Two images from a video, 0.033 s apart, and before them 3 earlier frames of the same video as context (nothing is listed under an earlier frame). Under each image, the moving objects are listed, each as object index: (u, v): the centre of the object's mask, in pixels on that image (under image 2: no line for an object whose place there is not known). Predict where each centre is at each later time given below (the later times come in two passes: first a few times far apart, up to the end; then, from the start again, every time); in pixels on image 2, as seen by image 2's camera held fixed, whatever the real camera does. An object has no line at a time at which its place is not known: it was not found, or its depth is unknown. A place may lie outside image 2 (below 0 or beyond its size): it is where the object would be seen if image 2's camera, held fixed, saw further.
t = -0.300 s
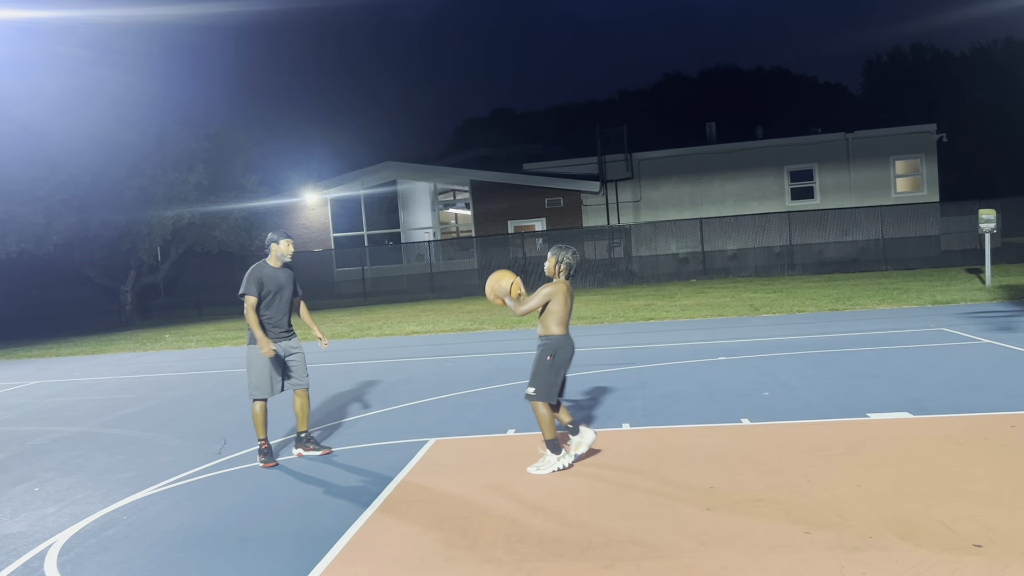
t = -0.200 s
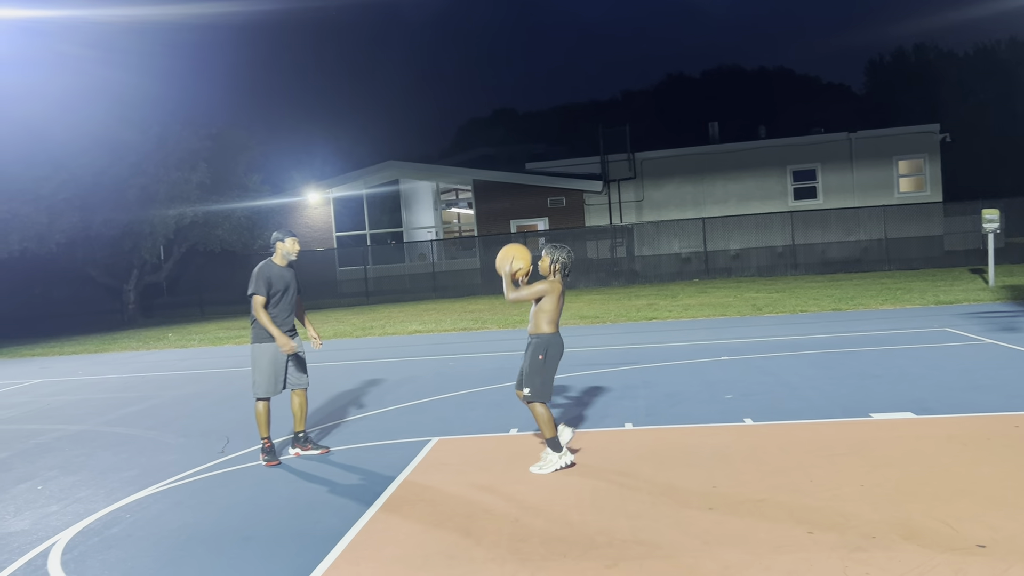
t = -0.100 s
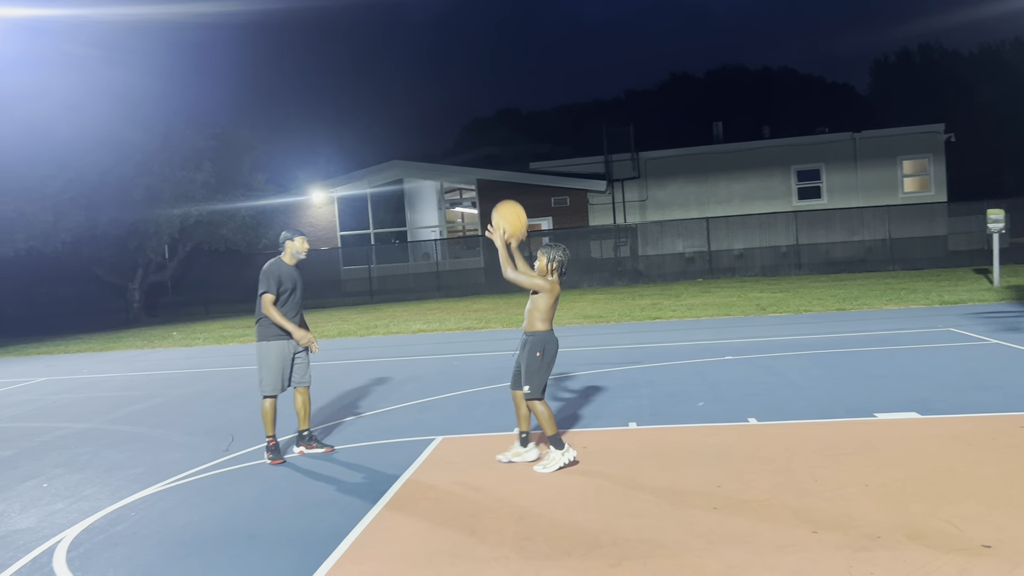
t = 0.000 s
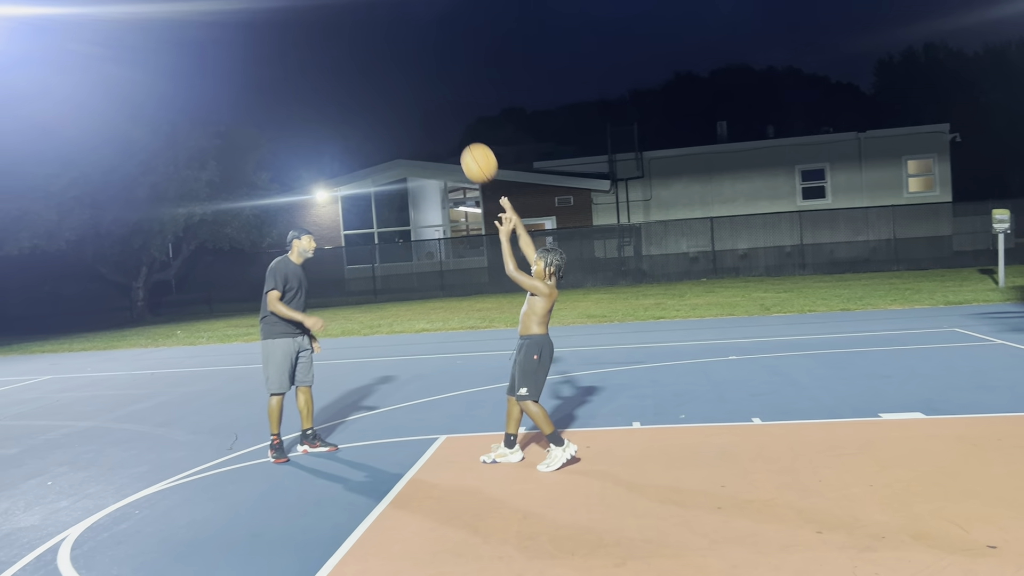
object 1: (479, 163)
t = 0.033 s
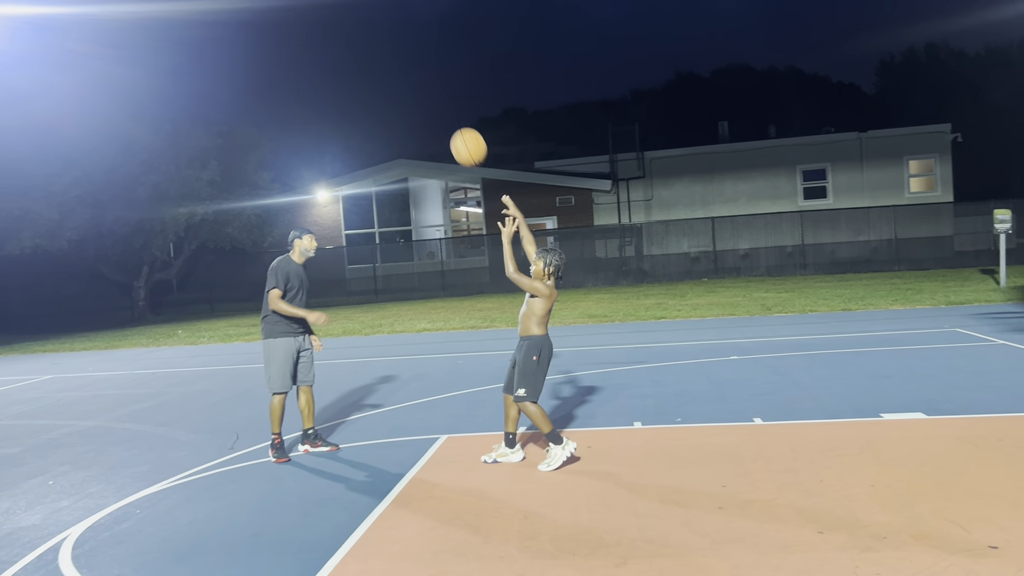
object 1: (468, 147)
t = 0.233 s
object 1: (403, 91)
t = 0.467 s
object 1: (340, 96)
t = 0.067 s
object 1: (457, 134)
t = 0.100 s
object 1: (446, 122)
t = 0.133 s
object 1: (435, 111)
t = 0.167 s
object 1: (424, 103)
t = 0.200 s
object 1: (414, 96)
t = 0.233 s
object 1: (403, 91)
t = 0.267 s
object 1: (393, 87)
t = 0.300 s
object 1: (384, 85)
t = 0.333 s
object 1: (375, 84)
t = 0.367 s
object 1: (366, 85)
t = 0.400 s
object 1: (357, 88)
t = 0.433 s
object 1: (348, 91)
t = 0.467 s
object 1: (340, 96)
